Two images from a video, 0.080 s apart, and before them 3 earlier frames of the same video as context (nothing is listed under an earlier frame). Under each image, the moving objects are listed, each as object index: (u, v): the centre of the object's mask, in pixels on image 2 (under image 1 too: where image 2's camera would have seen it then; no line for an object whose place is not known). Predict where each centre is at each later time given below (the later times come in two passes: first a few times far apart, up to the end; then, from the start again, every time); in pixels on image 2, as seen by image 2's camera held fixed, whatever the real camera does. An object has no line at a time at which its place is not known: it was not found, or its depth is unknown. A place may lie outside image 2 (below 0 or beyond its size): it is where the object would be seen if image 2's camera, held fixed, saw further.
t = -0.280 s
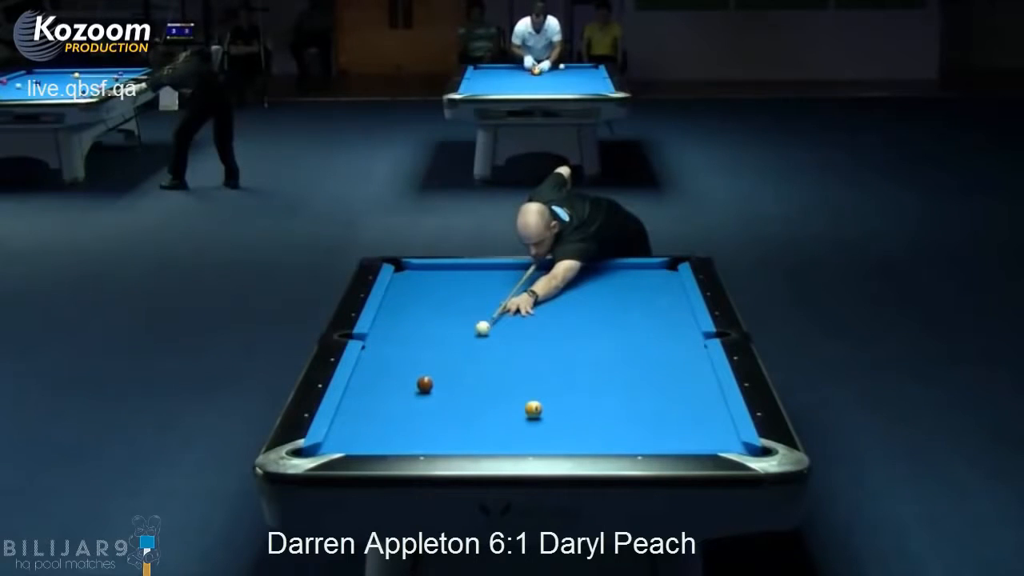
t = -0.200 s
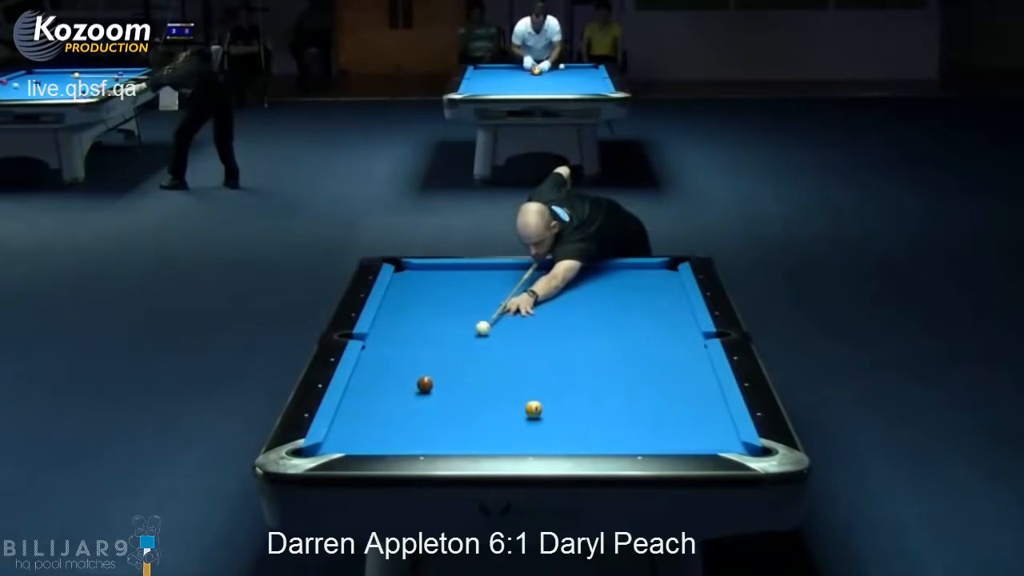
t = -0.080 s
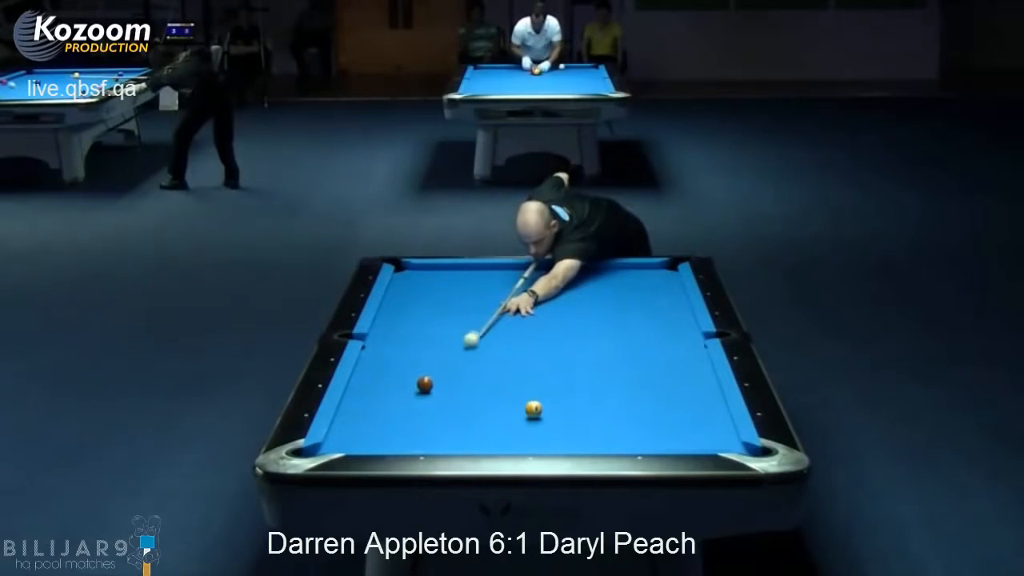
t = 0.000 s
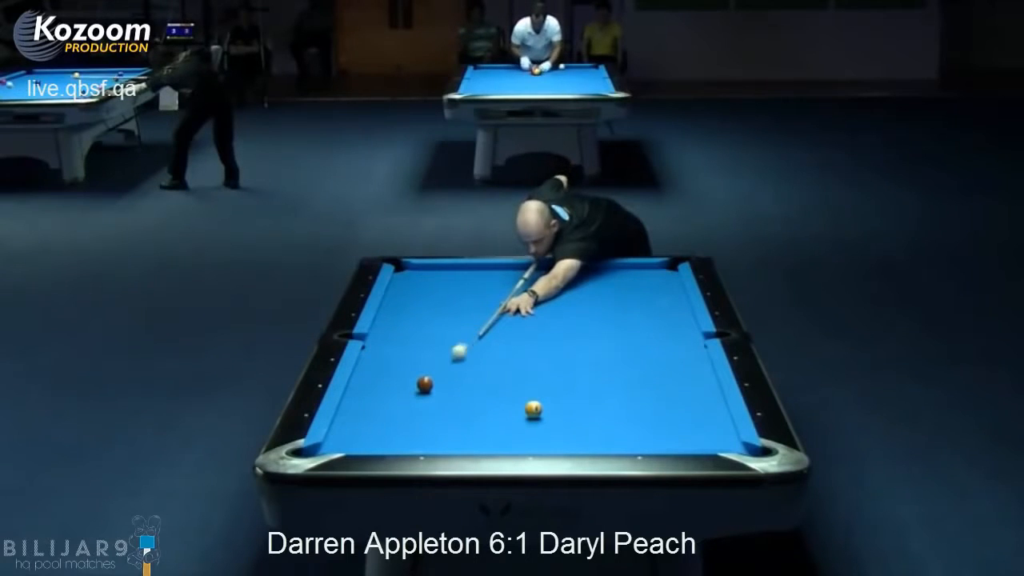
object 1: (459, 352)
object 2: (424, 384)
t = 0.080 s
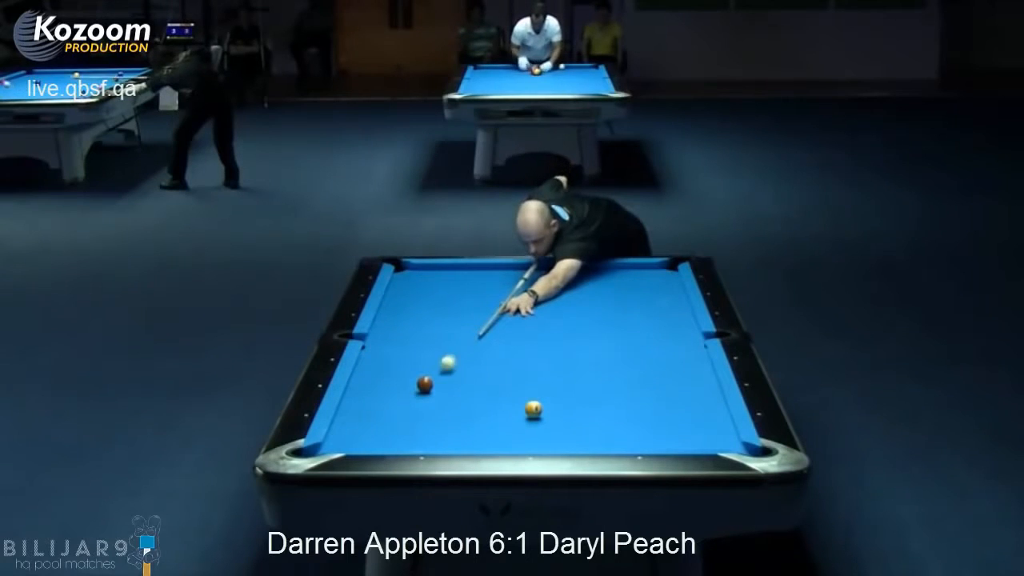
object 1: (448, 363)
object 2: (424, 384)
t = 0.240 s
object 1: (433, 380)
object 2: (416, 390)
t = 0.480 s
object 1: (441, 382)
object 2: (380, 415)
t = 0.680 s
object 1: (446, 384)
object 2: (351, 434)
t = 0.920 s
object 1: (452, 386)
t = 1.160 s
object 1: (456, 388)
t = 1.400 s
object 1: (459, 389)
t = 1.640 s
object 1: (462, 390)
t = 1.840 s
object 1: (463, 391)
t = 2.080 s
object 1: (465, 391)
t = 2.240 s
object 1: (465, 391)
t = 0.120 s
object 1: (442, 368)
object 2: (424, 384)
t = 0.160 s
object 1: (437, 373)
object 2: (424, 385)
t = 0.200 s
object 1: (433, 378)
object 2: (422, 386)
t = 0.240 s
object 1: (433, 380)
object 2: (416, 390)
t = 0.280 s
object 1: (435, 380)
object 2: (409, 394)
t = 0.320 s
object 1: (436, 381)
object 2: (403, 399)
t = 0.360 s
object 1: (437, 381)
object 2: (397, 403)
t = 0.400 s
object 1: (439, 381)
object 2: (391, 407)
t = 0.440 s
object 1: (440, 382)
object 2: (385, 411)
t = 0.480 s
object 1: (441, 382)
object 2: (380, 415)
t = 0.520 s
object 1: (442, 383)
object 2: (374, 419)
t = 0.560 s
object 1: (443, 383)
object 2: (369, 422)
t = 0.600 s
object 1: (444, 383)
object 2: (363, 426)
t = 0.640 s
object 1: (445, 383)
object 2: (357, 430)
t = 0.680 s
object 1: (446, 384)
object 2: (351, 434)
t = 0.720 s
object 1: (447, 384)
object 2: (345, 438)
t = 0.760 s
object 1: (448, 384)
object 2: (340, 441)
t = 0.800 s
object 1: (449, 385)
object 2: (334, 443)
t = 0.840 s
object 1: (450, 385)
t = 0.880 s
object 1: (451, 385)
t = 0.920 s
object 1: (452, 386)
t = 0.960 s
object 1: (452, 386)
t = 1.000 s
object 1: (453, 387)
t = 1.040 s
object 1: (454, 387)
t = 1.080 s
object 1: (455, 387)
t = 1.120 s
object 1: (455, 387)
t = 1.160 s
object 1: (456, 388)
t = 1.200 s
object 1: (457, 388)
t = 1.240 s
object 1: (457, 388)
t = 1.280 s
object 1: (458, 388)
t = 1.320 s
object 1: (458, 389)
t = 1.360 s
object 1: (459, 389)
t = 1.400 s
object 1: (459, 389)
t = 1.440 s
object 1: (460, 389)
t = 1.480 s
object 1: (460, 390)
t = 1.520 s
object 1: (461, 390)
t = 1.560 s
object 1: (461, 390)
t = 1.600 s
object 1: (461, 390)
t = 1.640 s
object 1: (462, 390)
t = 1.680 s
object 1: (462, 390)
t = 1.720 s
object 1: (463, 390)
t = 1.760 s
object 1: (463, 390)
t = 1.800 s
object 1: (463, 391)
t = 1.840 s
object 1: (463, 391)
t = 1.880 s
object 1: (464, 391)
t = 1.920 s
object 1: (464, 391)
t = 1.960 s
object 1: (464, 391)
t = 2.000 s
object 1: (464, 391)
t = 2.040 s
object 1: (465, 391)
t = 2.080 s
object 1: (465, 391)
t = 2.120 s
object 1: (465, 391)
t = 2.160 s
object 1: (465, 391)
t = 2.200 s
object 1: (465, 391)
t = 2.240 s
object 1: (465, 391)
